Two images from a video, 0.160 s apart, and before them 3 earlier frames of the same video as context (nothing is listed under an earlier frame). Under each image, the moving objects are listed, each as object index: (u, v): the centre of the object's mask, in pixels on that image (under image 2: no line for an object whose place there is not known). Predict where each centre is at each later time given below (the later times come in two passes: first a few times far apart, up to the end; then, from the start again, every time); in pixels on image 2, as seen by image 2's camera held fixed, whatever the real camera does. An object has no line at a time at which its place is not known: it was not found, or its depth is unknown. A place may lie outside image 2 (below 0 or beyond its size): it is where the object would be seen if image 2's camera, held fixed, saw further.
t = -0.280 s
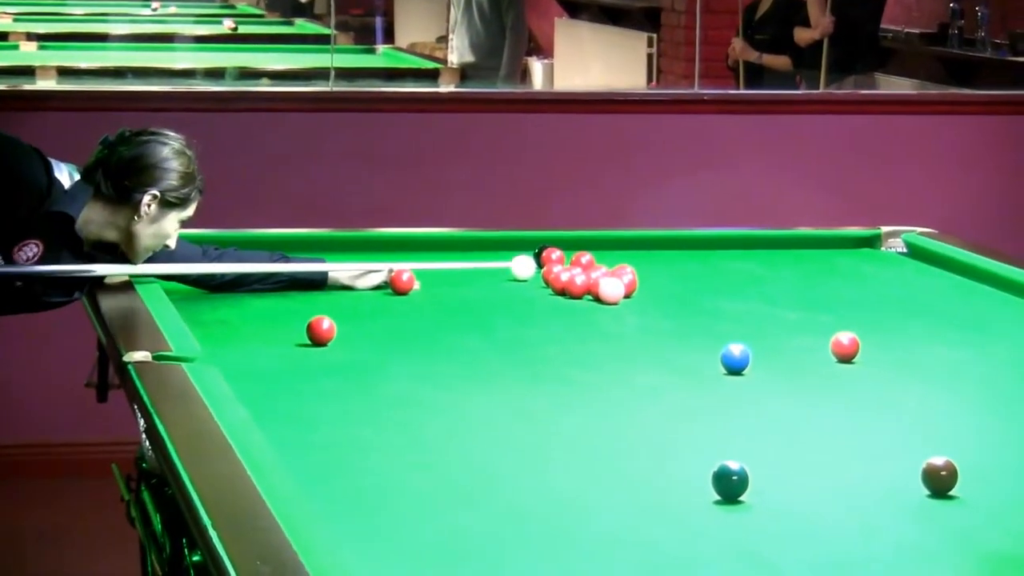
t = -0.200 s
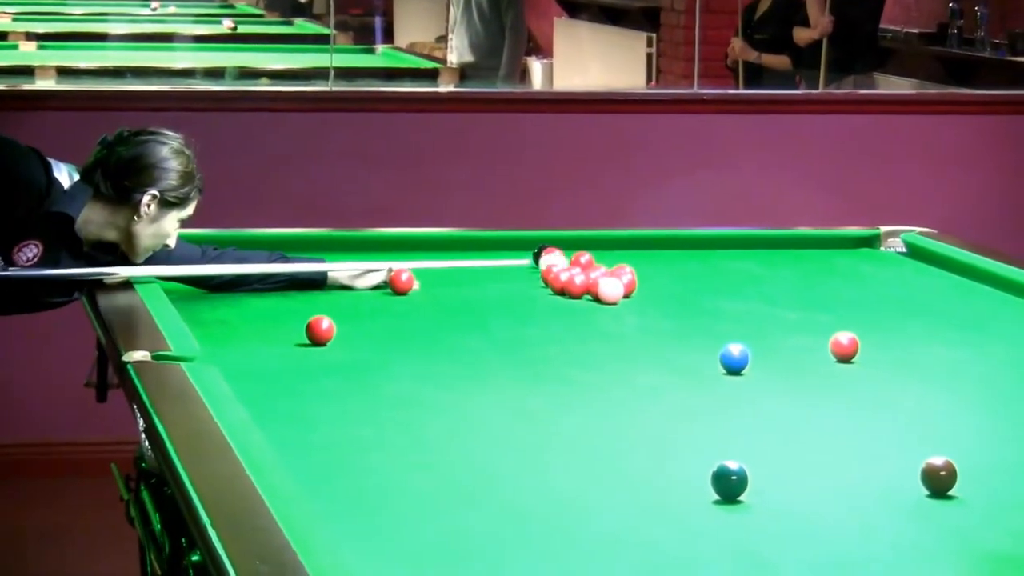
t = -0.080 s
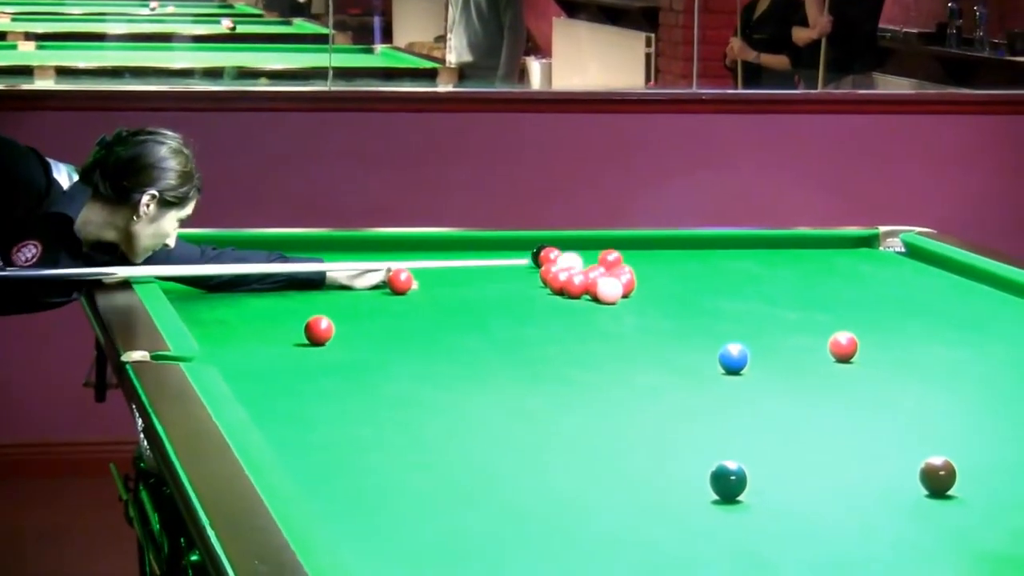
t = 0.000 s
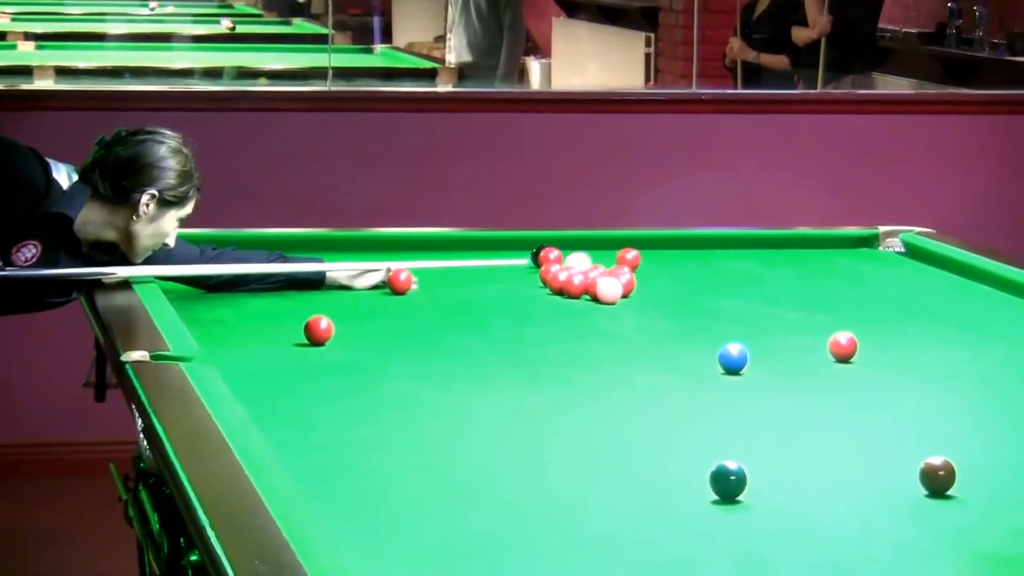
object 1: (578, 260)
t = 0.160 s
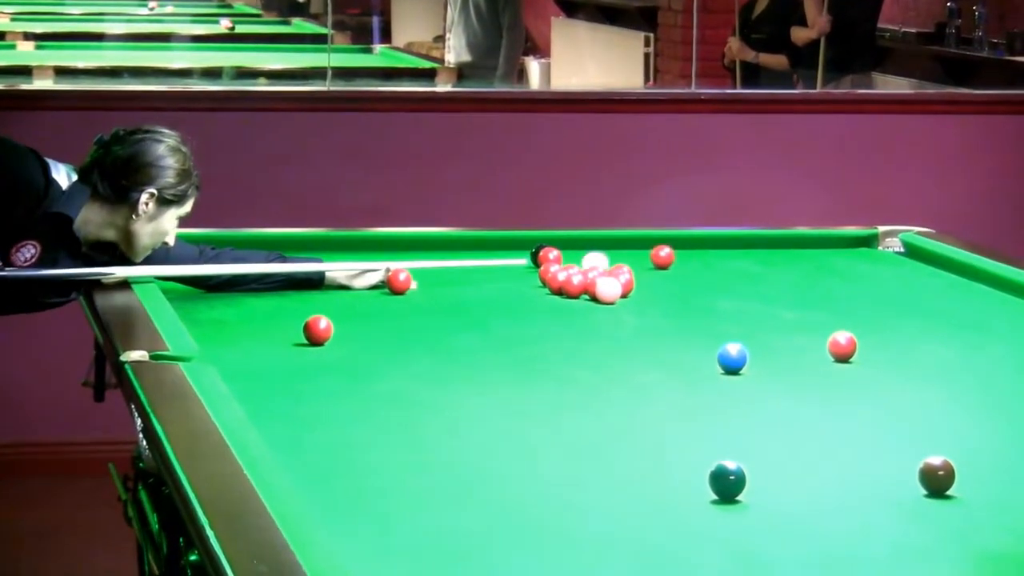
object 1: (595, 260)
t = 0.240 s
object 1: (604, 260)
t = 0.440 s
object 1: (623, 260)
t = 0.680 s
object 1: (644, 263)
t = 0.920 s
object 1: (662, 262)
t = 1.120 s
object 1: (676, 262)
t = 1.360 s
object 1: (690, 262)
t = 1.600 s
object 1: (701, 262)
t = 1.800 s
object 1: (710, 261)
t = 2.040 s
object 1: (717, 261)
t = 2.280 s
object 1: (722, 261)
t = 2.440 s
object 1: (724, 261)
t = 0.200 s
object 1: (599, 260)
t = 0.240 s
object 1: (604, 260)
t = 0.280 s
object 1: (607, 260)
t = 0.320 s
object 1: (610, 260)
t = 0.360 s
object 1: (614, 260)
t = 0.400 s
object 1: (619, 260)
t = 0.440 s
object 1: (623, 260)
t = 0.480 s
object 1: (628, 261)
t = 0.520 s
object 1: (631, 261)
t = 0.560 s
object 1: (634, 262)
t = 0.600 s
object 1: (638, 262)
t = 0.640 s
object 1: (641, 263)
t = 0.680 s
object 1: (644, 263)
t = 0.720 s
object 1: (647, 262)
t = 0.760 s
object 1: (650, 263)
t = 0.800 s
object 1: (653, 263)
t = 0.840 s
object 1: (656, 263)
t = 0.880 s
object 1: (659, 262)
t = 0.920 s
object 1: (662, 262)
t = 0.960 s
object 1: (665, 263)
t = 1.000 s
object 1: (668, 262)
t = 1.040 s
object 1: (670, 262)
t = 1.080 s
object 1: (673, 263)
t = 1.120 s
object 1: (676, 262)
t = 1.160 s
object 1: (678, 262)
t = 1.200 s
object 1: (681, 262)
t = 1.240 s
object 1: (683, 262)
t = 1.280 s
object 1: (685, 262)
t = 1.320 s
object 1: (687, 262)
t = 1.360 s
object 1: (690, 262)
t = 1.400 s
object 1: (692, 262)
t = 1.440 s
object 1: (694, 262)
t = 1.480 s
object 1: (696, 262)
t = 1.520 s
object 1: (698, 262)
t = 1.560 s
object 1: (700, 262)
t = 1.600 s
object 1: (701, 262)
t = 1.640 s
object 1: (703, 262)
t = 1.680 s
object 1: (705, 262)
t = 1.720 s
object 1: (706, 262)
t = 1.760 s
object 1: (708, 261)
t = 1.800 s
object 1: (710, 261)
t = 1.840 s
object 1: (711, 261)
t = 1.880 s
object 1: (712, 261)
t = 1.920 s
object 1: (714, 261)
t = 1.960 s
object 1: (715, 261)
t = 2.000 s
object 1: (716, 261)
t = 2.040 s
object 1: (717, 261)
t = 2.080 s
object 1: (718, 261)
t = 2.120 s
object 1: (719, 261)
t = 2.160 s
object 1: (720, 261)
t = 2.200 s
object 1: (720, 261)
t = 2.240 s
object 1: (721, 261)
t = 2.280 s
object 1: (722, 261)
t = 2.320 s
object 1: (722, 261)
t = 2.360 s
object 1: (723, 261)
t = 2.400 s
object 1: (724, 262)
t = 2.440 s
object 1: (724, 261)
